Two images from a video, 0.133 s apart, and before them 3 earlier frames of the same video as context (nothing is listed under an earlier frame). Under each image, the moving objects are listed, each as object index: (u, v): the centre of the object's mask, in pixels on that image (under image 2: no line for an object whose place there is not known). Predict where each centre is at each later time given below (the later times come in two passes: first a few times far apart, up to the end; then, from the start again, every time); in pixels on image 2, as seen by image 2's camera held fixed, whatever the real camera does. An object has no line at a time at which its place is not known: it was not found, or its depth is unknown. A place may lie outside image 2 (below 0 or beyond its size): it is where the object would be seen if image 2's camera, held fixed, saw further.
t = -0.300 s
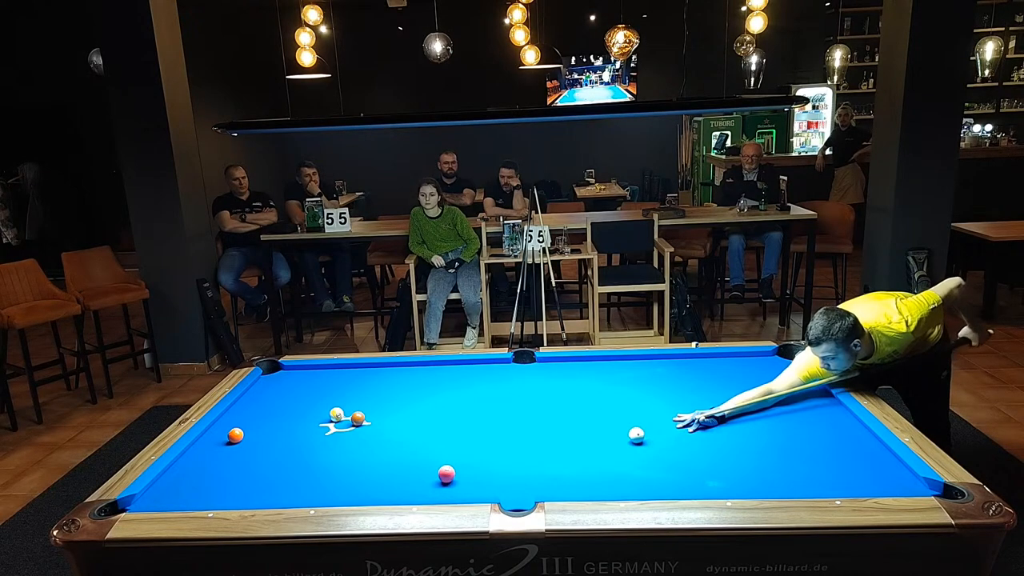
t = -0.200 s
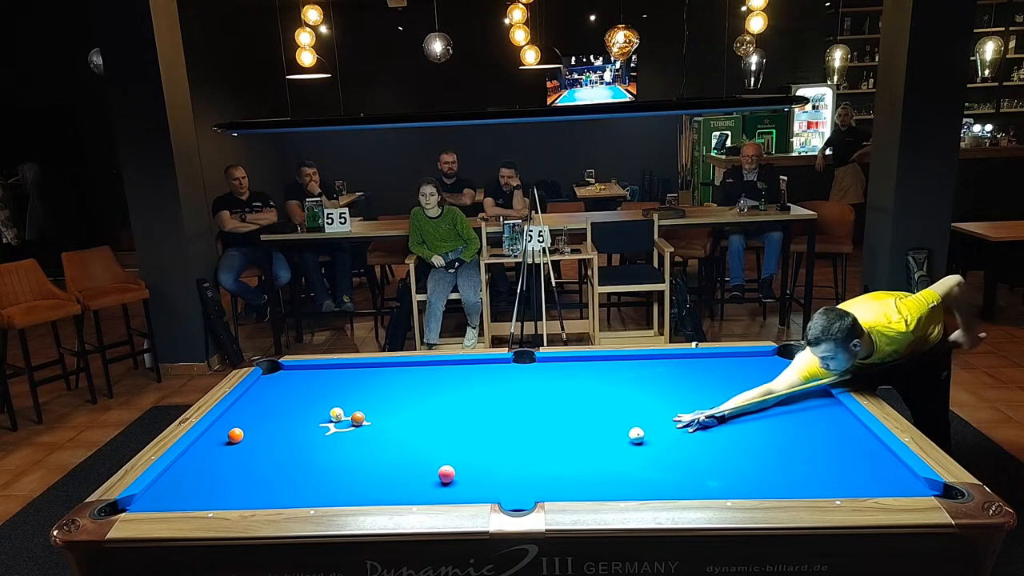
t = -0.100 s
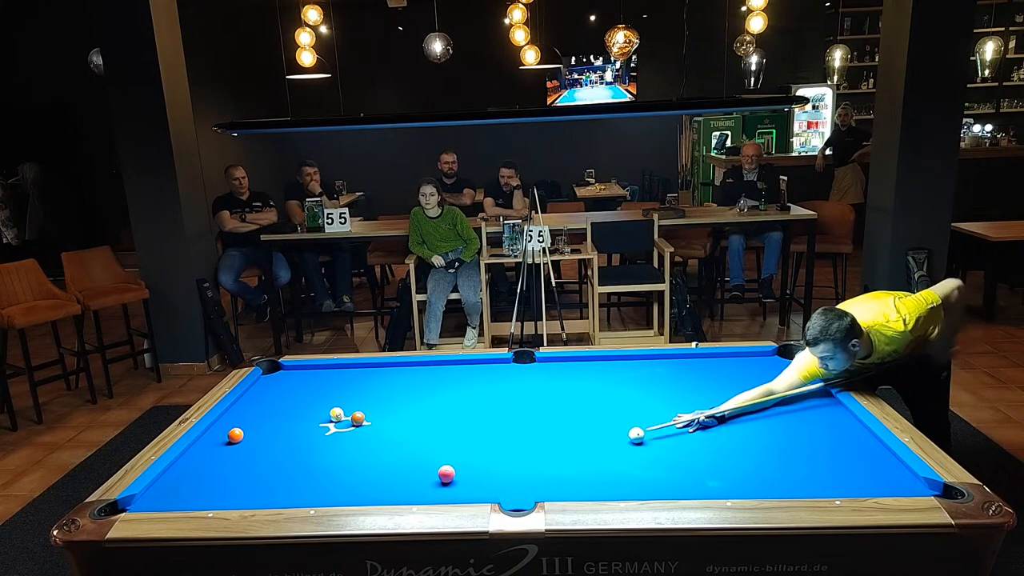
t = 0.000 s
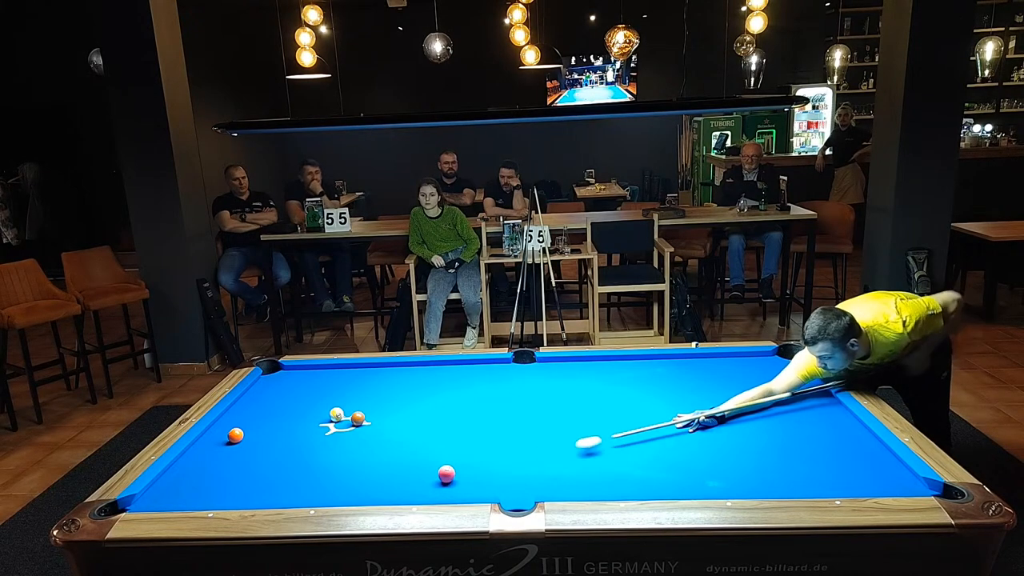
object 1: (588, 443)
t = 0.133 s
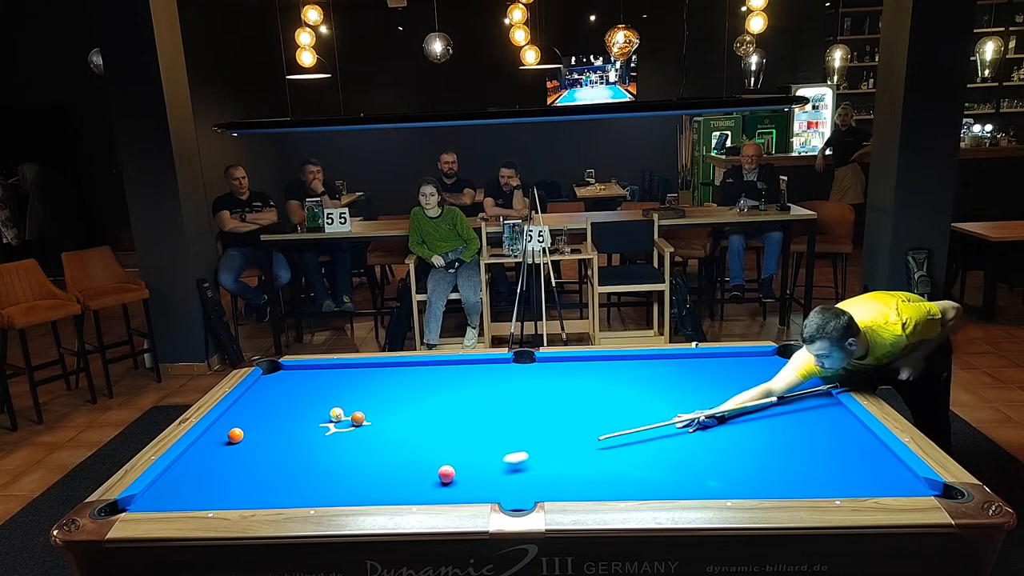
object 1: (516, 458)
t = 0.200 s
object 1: (479, 466)
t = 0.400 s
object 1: (453, 484)
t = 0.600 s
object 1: (425, 491)
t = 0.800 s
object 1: (406, 486)
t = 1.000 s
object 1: (389, 479)
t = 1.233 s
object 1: (370, 471)
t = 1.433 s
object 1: (356, 464)
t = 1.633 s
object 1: (343, 458)
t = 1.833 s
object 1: (331, 453)
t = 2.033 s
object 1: (320, 449)
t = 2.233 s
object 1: (310, 444)
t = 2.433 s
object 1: (300, 440)
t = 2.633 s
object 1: (292, 436)
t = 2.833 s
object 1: (284, 432)
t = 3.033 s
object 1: (277, 429)
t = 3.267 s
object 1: (270, 425)
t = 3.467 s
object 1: (264, 423)
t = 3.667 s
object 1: (259, 420)
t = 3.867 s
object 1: (255, 418)
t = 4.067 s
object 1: (250, 416)
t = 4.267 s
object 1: (247, 415)
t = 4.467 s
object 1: (243, 413)
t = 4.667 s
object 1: (241, 412)
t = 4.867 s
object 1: (238, 411)
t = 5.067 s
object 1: (237, 410)
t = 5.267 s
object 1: (235, 409)
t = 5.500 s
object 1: (234, 408)
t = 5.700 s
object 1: (233, 408)
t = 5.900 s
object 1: (233, 408)
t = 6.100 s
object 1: (233, 408)
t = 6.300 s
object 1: (233, 408)
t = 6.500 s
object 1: (233, 408)
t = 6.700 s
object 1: (233, 408)
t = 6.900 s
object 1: (233, 408)
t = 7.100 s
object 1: (233, 408)
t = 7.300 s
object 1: (233, 408)
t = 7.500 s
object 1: (233, 408)
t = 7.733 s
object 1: (233, 408)
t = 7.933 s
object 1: (233, 408)
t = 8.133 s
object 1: (233, 408)
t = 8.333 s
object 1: (233, 408)
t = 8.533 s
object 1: (233, 408)
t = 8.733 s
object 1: (233, 408)
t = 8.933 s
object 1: (233, 408)
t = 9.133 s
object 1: (233, 408)
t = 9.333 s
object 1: (233, 408)
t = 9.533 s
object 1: (233, 408)
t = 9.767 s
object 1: (233, 408)
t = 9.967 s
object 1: (233, 408)
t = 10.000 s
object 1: (233, 408)
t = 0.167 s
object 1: (498, 461)
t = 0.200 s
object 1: (479, 466)
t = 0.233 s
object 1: (463, 472)
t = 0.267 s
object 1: (462, 475)
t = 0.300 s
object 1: (461, 477)
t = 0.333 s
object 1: (459, 479)
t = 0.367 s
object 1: (456, 482)
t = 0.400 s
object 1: (453, 484)
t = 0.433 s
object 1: (449, 485)
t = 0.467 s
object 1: (444, 487)
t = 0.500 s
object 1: (438, 489)
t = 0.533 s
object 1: (433, 491)
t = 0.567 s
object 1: (429, 492)
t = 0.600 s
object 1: (425, 491)
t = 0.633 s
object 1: (422, 490)
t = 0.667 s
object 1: (419, 489)
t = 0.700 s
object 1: (416, 488)
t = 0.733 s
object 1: (412, 488)
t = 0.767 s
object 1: (409, 487)
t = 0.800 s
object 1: (406, 486)
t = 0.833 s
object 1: (403, 484)
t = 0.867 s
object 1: (400, 483)
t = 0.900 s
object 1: (397, 482)
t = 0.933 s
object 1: (394, 481)
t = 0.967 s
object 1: (392, 480)
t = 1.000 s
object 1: (389, 479)
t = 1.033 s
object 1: (386, 477)
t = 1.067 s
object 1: (383, 476)
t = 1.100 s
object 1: (381, 475)
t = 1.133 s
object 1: (378, 474)
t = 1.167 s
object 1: (376, 473)
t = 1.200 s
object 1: (373, 472)
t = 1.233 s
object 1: (370, 471)
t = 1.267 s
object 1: (368, 469)
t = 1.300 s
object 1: (366, 469)
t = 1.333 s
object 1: (363, 468)
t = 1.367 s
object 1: (361, 466)
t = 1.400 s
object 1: (359, 465)
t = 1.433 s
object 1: (356, 464)
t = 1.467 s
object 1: (354, 463)
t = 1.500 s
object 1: (352, 462)
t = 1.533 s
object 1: (349, 461)
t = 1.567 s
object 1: (347, 460)
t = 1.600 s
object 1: (345, 459)
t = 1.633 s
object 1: (343, 458)
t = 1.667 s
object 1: (341, 458)
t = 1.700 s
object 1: (339, 457)
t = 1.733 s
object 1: (337, 456)
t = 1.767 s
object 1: (335, 455)
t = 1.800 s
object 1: (333, 454)
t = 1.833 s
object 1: (331, 453)
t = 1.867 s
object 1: (329, 452)
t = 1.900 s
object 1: (327, 452)
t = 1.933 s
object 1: (325, 451)
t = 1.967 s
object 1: (323, 450)
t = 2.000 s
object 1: (321, 449)
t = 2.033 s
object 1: (320, 449)
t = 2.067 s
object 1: (318, 448)
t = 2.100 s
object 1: (316, 447)
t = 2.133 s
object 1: (315, 446)
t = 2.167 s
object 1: (313, 445)
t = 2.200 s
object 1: (311, 445)
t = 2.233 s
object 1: (310, 444)
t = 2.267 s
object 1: (308, 443)
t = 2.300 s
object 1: (306, 442)
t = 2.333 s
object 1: (305, 442)
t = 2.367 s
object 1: (303, 441)
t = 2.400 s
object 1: (302, 440)
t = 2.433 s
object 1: (300, 440)
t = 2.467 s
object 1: (299, 439)
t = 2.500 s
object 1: (298, 438)
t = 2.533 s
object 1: (296, 438)
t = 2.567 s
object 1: (295, 437)
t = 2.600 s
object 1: (293, 437)
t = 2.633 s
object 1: (292, 436)
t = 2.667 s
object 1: (290, 435)
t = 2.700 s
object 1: (289, 435)
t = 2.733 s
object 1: (288, 434)
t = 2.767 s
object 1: (287, 433)
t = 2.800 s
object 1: (286, 433)
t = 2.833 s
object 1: (284, 432)
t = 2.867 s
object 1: (283, 432)
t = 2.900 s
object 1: (282, 431)
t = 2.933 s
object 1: (281, 431)
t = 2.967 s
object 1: (279, 430)
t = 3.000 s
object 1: (278, 430)
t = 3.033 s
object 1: (277, 429)
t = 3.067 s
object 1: (276, 428)
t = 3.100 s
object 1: (275, 428)
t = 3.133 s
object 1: (274, 427)
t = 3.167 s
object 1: (273, 427)
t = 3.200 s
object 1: (272, 426)
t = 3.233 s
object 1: (271, 426)
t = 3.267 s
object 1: (270, 425)
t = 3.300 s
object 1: (269, 425)
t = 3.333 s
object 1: (268, 424)
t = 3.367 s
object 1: (267, 424)
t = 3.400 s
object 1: (266, 424)
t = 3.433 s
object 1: (265, 423)
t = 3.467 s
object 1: (264, 423)
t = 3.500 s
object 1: (263, 422)
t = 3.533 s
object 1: (263, 422)
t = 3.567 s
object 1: (262, 421)
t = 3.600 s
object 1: (261, 421)
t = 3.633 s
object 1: (260, 421)
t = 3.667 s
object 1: (259, 420)
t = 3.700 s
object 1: (258, 420)
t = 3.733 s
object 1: (258, 420)
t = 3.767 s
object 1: (257, 419)
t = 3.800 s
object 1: (256, 419)
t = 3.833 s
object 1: (255, 419)
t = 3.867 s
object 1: (255, 418)
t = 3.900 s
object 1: (254, 418)
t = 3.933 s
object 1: (253, 418)
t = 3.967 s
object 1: (252, 417)
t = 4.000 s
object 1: (252, 417)
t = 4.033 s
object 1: (251, 417)
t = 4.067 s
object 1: (250, 416)
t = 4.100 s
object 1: (250, 416)
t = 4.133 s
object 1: (249, 416)
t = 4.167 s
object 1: (248, 415)
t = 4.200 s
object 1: (248, 415)
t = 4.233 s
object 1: (247, 415)
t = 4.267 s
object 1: (247, 415)
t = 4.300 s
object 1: (246, 414)
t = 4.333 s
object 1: (245, 414)
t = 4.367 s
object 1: (245, 414)
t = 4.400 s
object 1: (244, 414)
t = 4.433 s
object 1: (244, 413)
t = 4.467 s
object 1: (243, 413)
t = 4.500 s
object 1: (243, 413)
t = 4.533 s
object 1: (242, 413)
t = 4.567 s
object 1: (242, 412)
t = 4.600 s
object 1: (242, 412)
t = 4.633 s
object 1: (241, 412)
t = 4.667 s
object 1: (241, 412)
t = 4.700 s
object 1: (240, 412)
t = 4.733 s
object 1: (240, 412)
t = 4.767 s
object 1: (239, 411)
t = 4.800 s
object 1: (239, 411)
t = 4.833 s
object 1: (239, 411)
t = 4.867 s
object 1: (238, 411)
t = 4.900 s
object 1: (238, 411)
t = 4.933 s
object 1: (238, 410)
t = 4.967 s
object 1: (237, 410)
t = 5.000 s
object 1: (237, 410)
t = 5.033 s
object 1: (237, 410)
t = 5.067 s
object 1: (237, 410)
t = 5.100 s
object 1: (236, 410)
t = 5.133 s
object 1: (236, 410)
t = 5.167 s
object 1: (236, 409)
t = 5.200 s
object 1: (235, 409)
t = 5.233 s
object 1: (235, 409)
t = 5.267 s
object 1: (235, 409)
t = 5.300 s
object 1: (235, 409)
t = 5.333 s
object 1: (235, 409)
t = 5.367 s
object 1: (234, 409)
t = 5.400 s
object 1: (234, 409)
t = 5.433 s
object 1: (234, 409)
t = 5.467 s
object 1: (234, 409)
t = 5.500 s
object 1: (234, 408)
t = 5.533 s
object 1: (234, 408)
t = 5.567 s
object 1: (233, 408)
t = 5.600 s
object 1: (233, 408)
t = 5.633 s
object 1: (233, 408)
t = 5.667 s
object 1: (233, 408)
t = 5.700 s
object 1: (233, 408)
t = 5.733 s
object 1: (233, 408)
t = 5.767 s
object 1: (233, 408)
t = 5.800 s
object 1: (233, 408)
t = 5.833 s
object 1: (233, 408)
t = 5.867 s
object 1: (233, 408)
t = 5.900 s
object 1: (233, 408)
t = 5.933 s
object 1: (233, 408)
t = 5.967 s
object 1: (233, 408)
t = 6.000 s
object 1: (233, 408)
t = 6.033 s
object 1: (233, 408)
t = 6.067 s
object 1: (233, 408)
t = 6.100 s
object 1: (233, 408)
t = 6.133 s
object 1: (233, 408)
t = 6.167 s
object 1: (233, 408)
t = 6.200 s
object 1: (233, 408)
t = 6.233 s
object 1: (233, 408)
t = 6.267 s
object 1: (233, 408)
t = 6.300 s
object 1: (233, 408)
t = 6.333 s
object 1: (233, 408)
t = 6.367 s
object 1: (233, 408)
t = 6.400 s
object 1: (233, 408)
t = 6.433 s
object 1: (233, 408)
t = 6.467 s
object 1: (233, 408)
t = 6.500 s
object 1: (233, 408)
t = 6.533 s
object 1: (233, 408)
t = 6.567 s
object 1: (233, 408)
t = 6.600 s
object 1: (233, 408)
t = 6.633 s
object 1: (233, 408)
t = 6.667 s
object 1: (233, 408)
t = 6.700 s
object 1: (233, 408)
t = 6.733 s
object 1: (233, 408)
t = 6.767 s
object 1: (233, 408)
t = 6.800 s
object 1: (233, 408)
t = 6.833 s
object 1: (233, 408)
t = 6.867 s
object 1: (233, 408)
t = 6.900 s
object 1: (233, 408)
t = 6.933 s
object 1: (233, 408)
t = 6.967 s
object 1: (233, 408)
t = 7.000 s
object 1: (233, 408)
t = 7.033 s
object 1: (233, 408)
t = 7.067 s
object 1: (233, 408)
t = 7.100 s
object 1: (233, 408)
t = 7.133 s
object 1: (233, 408)
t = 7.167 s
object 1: (233, 408)
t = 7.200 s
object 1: (233, 408)
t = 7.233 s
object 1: (233, 408)
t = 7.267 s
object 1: (233, 408)
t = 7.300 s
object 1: (233, 408)
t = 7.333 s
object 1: (233, 408)
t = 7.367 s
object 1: (233, 408)
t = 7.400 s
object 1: (233, 408)
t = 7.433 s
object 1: (233, 408)
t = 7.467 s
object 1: (233, 408)
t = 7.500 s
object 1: (233, 408)
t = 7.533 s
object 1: (233, 408)
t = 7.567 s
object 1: (233, 408)
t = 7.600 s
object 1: (233, 408)
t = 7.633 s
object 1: (233, 408)
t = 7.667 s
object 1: (233, 408)
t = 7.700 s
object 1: (233, 408)
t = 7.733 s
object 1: (233, 408)
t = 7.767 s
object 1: (233, 408)
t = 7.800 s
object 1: (233, 408)
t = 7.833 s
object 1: (233, 408)
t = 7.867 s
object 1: (233, 408)
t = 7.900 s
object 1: (233, 408)
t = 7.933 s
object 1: (233, 408)
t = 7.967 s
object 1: (233, 408)
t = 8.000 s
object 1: (233, 408)
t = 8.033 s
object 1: (233, 408)
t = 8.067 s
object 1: (233, 408)
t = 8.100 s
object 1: (233, 408)
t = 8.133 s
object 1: (233, 408)
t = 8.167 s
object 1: (233, 408)
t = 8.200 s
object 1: (233, 408)
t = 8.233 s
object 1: (233, 408)
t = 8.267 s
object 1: (233, 408)
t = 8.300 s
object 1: (233, 408)
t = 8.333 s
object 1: (233, 408)
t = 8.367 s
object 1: (233, 408)
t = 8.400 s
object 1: (233, 408)
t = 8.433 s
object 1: (233, 408)
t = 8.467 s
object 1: (233, 408)
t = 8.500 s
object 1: (233, 408)
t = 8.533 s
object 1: (233, 408)
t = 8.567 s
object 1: (233, 408)
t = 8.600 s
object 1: (233, 408)
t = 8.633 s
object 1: (233, 408)
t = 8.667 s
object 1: (233, 408)
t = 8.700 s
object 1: (233, 408)
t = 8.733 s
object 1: (233, 408)
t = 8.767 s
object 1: (233, 408)
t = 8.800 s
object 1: (233, 408)
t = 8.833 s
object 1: (233, 408)
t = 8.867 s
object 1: (233, 408)
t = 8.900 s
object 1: (233, 408)
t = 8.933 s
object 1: (233, 408)
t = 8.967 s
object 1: (233, 408)
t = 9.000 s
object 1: (233, 408)
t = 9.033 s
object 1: (233, 408)
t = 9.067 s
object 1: (233, 408)
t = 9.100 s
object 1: (233, 408)
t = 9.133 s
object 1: (233, 408)
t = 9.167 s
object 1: (233, 408)
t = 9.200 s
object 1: (233, 408)
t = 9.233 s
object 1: (233, 408)
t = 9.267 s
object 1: (233, 408)
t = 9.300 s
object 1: (233, 408)
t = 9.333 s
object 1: (233, 408)
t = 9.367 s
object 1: (233, 408)
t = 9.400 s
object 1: (233, 408)
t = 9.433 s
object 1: (233, 408)
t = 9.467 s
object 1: (233, 408)
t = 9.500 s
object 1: (233, 408)
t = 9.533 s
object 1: (233, 408)
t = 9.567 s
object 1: (233, 408)
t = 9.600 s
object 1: (233, 408)
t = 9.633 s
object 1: (233, 408)
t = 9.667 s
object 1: (233, 408)
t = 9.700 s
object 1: (233, 408)
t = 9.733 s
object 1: (233, 408)
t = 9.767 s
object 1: (233, 408)
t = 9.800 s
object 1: (233, 408)
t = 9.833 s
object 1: (233, 408)
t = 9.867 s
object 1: (233, 408)
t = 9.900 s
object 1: (233, 408)
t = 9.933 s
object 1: (233, 408)
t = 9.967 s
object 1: (233, 408)
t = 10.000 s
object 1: (233, 408)
